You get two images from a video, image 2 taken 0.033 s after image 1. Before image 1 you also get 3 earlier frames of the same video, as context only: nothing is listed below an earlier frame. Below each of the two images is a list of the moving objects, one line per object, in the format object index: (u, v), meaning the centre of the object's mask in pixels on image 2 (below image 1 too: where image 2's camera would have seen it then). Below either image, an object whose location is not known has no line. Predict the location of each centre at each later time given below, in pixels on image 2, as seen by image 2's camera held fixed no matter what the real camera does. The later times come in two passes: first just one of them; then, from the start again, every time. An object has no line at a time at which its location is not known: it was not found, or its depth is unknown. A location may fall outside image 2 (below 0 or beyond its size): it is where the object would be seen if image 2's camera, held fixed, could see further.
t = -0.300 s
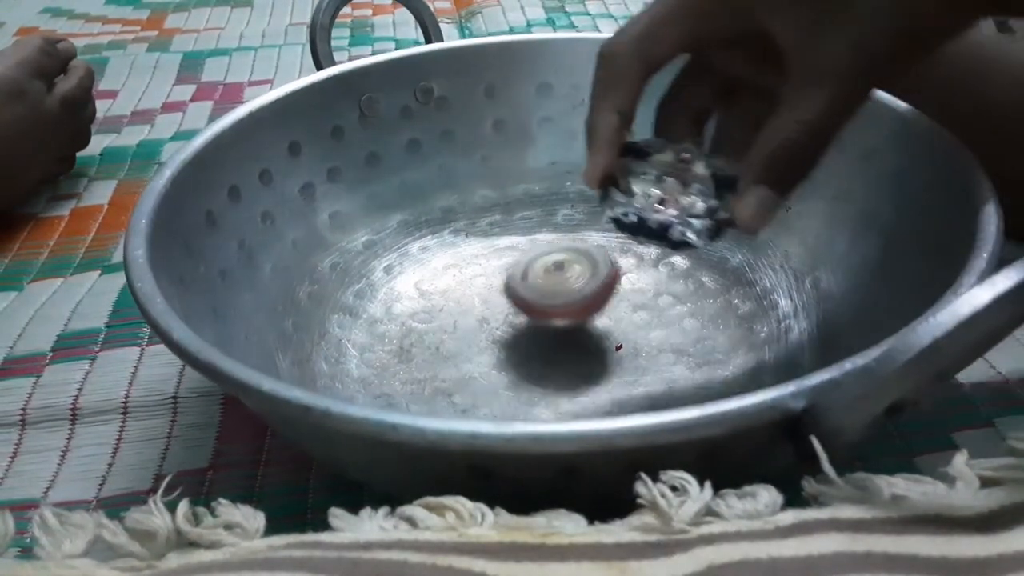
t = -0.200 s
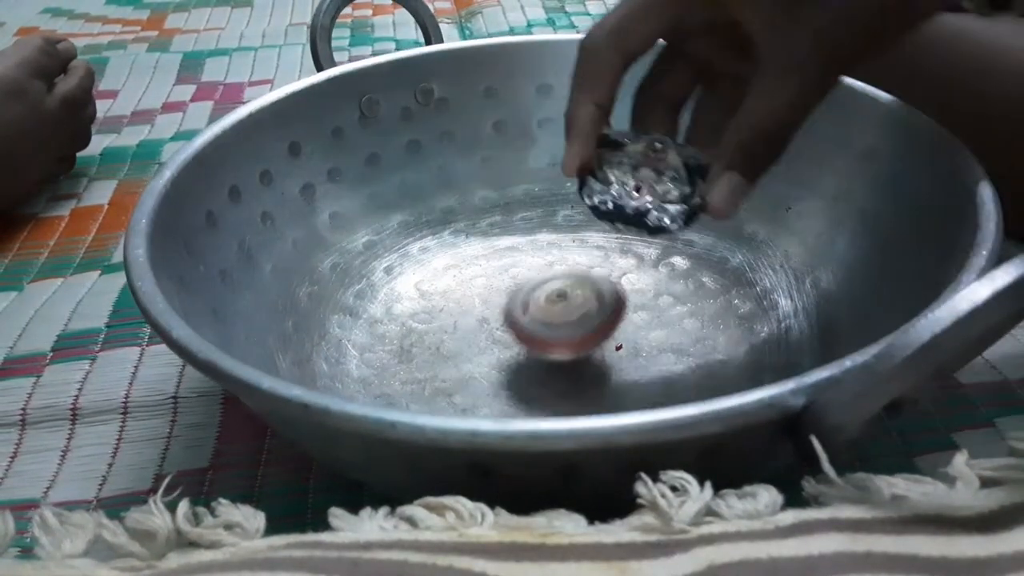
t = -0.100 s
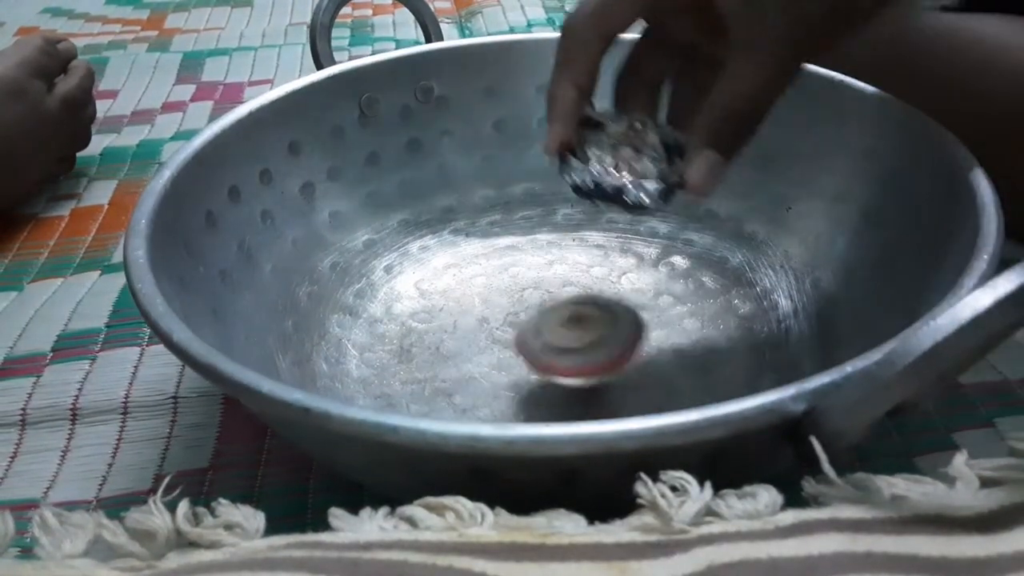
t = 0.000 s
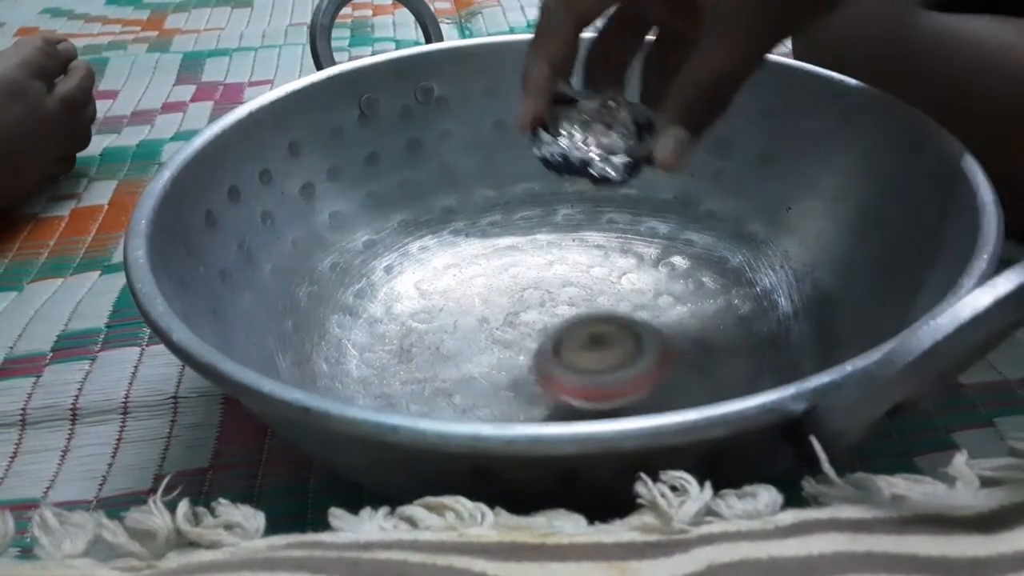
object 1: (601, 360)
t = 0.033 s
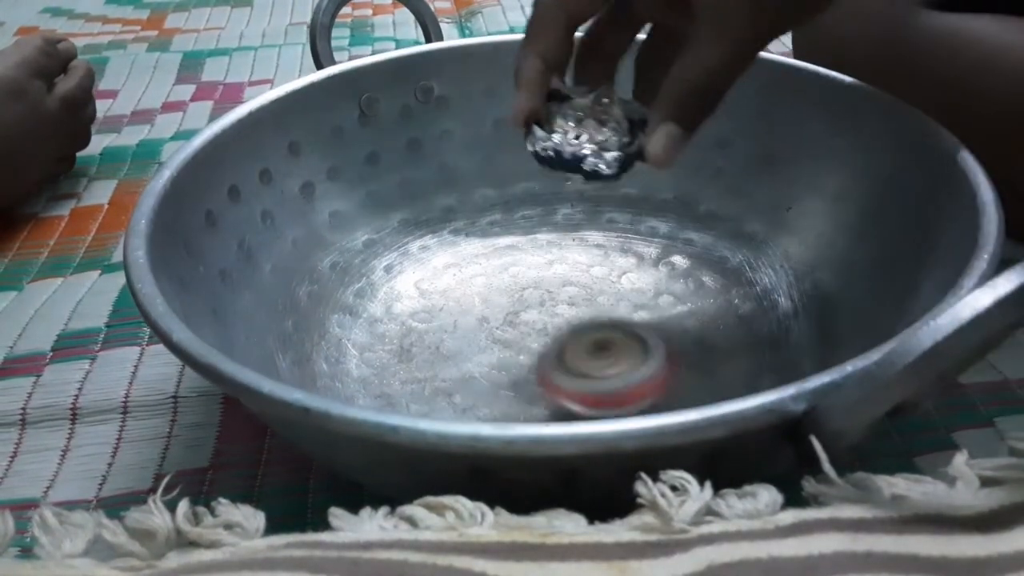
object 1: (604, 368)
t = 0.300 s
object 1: (641, 383)
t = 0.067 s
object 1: (607, 372)
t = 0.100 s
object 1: (610, 375)
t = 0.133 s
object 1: (616, 377)
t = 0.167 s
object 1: (623, 380)
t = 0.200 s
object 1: (626, 382)
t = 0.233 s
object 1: (633, 383)
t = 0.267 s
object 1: (637, 384)
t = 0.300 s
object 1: (641, 383)
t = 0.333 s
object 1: (646, 383)
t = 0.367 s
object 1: (650, 382)
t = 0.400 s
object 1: (651, 382)
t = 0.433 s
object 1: (652, 381)
